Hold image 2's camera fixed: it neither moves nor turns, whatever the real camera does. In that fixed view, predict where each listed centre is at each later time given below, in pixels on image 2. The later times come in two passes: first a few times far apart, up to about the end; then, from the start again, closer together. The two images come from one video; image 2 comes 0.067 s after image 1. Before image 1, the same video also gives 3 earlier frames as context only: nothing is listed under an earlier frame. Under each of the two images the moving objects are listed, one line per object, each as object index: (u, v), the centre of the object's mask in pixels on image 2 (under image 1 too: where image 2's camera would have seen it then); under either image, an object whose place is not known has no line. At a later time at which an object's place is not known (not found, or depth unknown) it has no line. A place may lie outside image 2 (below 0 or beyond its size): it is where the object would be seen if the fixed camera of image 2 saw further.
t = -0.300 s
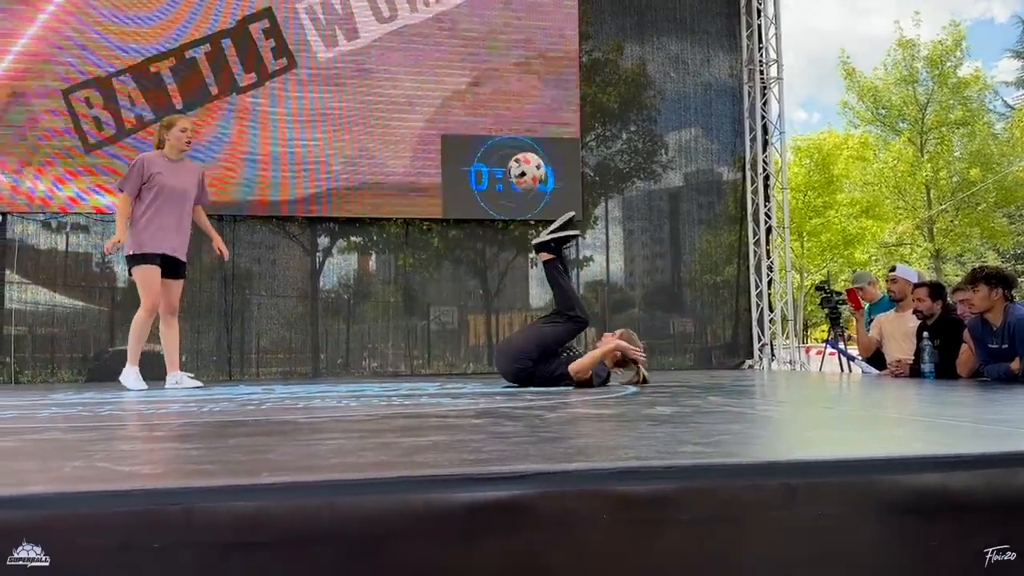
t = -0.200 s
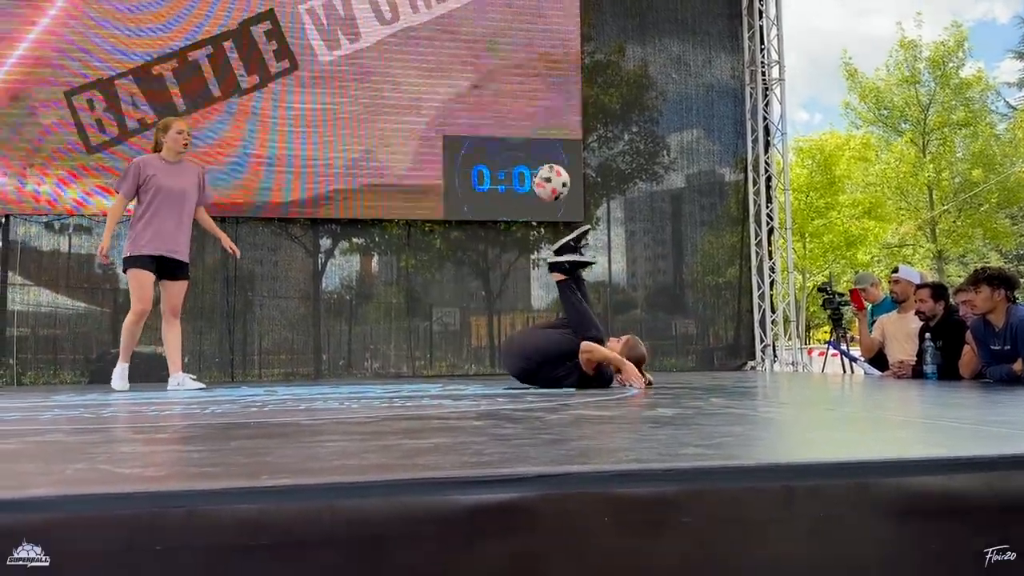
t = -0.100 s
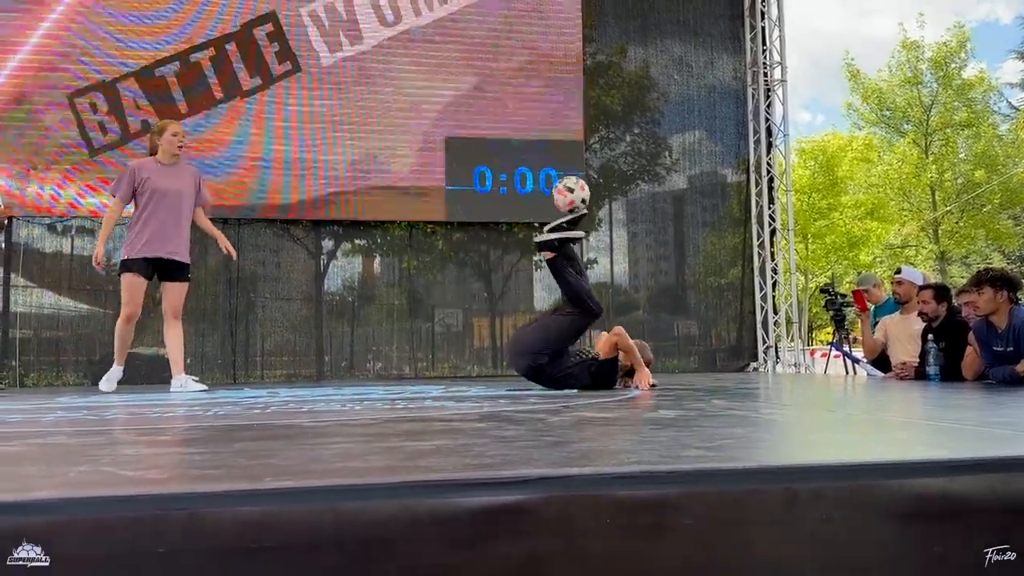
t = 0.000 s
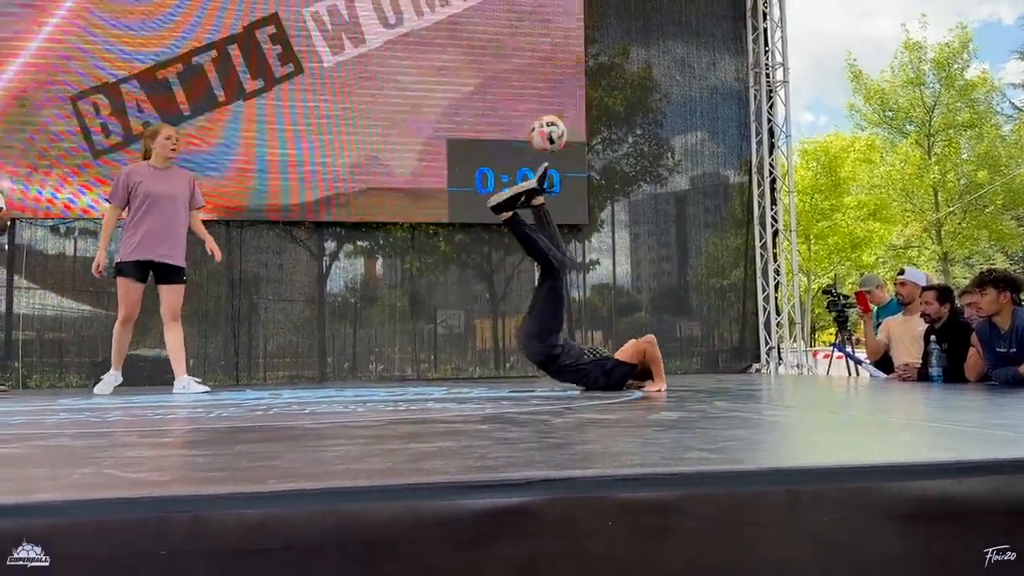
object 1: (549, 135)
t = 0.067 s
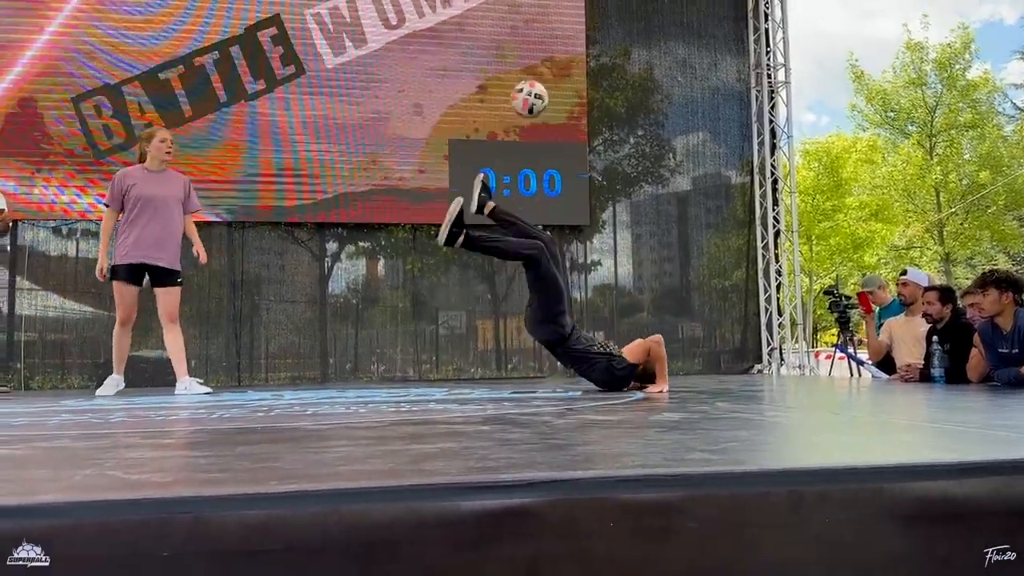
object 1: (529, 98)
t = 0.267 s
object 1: (468, 33)
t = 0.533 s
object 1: (388, 50)
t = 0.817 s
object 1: (302, 208)
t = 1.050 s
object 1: (240, 338)
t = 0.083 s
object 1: (524, 90)
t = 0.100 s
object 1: (519, 83)
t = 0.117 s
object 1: (514, 76)
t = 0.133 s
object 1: (509, 69)
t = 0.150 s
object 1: (504, 63)
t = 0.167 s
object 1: (499, 58)
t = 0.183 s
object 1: (494, 53)
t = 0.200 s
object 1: (488, 48)
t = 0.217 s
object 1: (484, 44)
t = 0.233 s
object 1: (479, 41)
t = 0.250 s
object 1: (473, 37)
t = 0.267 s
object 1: (468, 33)
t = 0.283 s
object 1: (463, 31)
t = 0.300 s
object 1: (459, 29)
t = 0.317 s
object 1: (454, 28)
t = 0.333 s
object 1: (448, 27)
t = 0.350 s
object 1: (444, 26)
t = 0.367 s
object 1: (439, 26)
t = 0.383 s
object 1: (434, 26)
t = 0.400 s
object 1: (429, 27)
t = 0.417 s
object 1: (424, 28)
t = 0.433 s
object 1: (418, 29)
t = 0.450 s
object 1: (414, 32)
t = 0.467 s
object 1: (408, 36)
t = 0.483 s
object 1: (404, 37)
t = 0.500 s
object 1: (398, 42)
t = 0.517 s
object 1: (394, 45)
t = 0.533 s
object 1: (388, 50)
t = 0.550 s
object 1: (384, 55)
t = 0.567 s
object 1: (378, 61)
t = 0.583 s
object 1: (373, 67)
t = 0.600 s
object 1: (369, 74)
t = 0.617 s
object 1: (363, 81)
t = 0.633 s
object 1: (358, 89)
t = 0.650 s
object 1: (354, 97)
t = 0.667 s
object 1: (349, 106)
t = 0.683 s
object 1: (343, 115)
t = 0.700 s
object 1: (339, 125)
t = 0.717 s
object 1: (334, 136)
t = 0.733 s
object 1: (328, 146)
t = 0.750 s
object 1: (323, 158)
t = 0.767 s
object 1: (318, 169)
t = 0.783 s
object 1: (313, 182)
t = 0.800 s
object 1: (307, 195)
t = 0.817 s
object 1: (302, 208)
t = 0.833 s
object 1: (297, 222)
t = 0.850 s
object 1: (291, 237)
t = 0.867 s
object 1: (286, 252)
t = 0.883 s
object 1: (281, 268)
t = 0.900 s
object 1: (275, 284)
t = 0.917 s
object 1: (270, 301)
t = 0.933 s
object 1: (265, 319)
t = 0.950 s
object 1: (259, 337)
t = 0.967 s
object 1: (253, 356)
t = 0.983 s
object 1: (247, 375)
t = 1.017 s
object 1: (244, 365)
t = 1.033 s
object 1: (242, 352)
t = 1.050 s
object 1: (240, 338)
